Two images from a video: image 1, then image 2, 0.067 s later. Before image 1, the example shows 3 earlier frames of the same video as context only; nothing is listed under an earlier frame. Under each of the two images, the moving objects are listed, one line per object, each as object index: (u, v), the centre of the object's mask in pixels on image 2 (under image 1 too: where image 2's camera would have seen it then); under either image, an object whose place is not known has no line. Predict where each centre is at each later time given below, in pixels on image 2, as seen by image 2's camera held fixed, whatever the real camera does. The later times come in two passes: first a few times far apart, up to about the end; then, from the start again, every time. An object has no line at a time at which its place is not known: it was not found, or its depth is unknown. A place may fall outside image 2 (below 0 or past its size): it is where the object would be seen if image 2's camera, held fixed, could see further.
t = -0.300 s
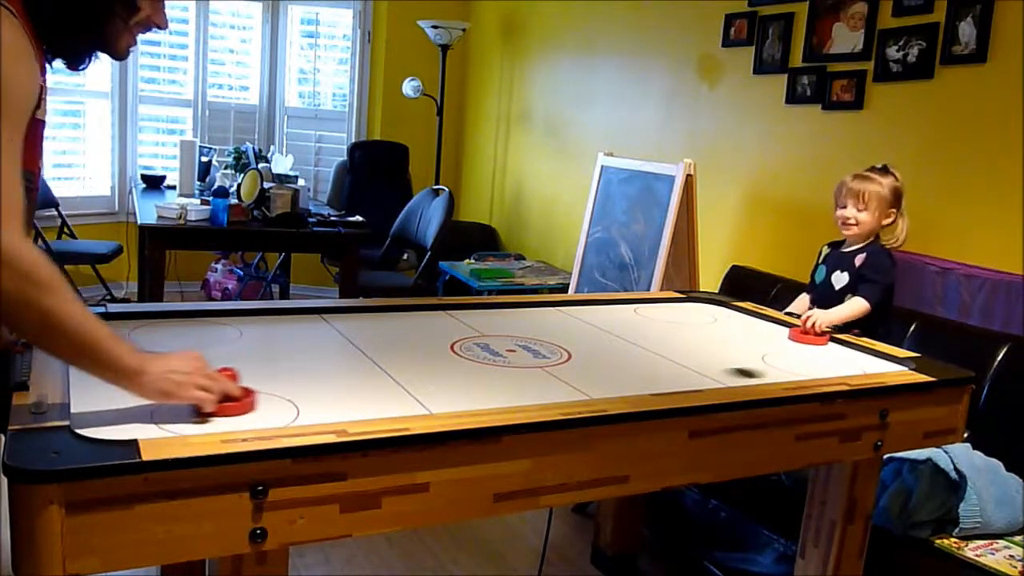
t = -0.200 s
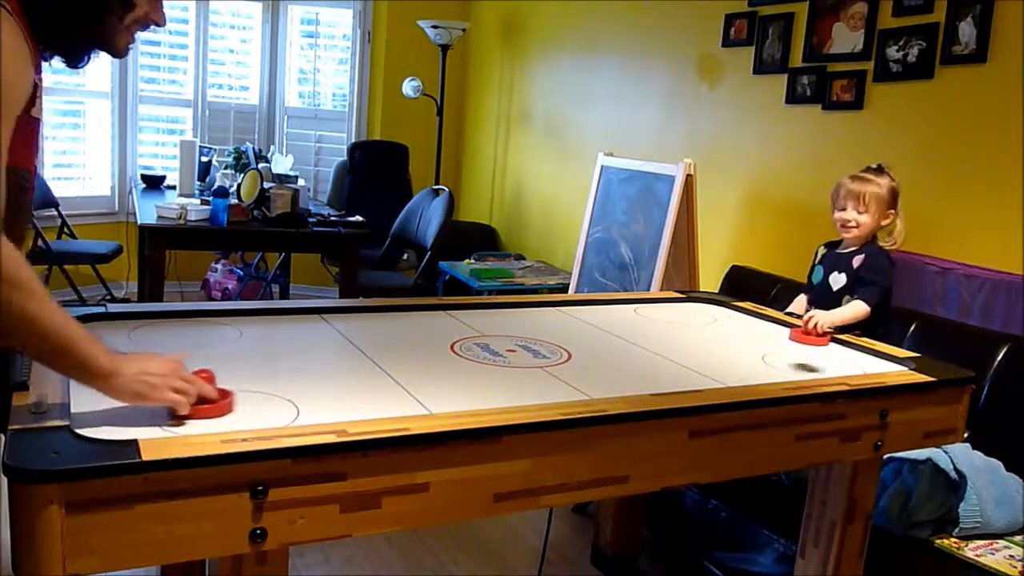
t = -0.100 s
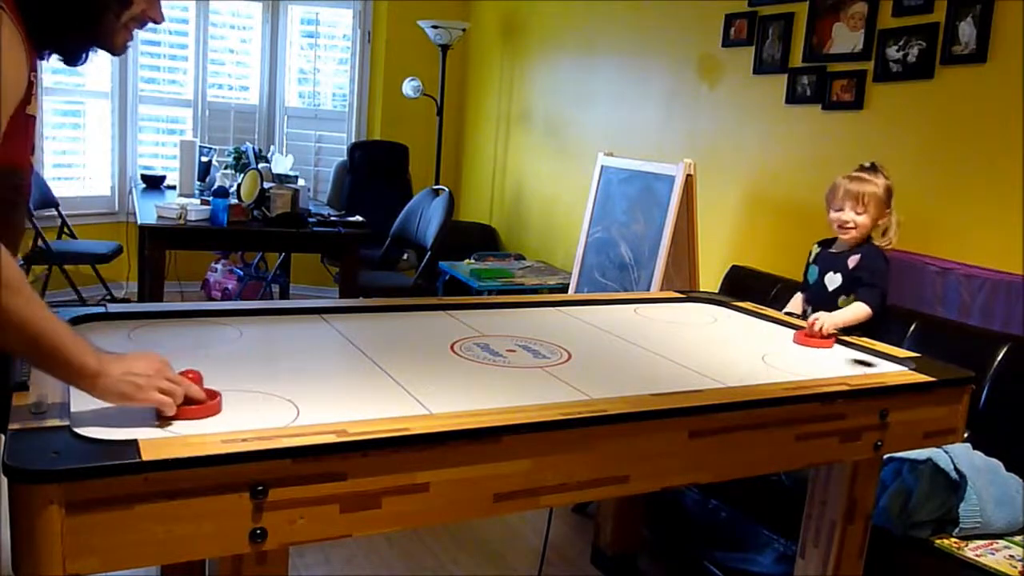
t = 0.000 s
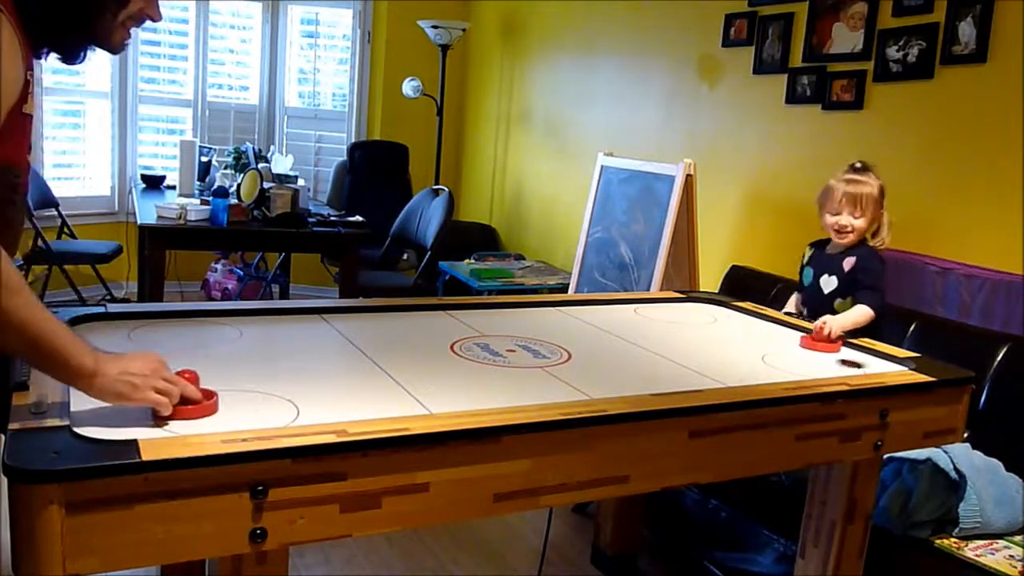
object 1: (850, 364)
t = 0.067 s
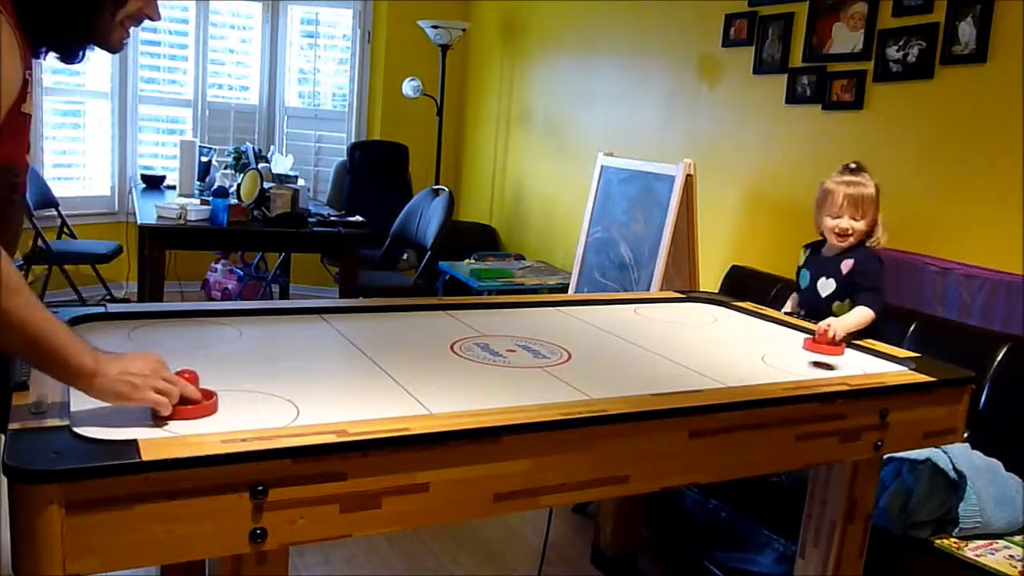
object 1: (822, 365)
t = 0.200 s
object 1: (764, 369)
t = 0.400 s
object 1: (668, 376)
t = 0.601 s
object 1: (559, 384)
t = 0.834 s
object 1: (417, 393)
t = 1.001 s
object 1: (307, 399)
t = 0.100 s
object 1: (808, 366)
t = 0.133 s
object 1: (793, 367)
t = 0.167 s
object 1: (780, 368)
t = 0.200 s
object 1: (764, 369)
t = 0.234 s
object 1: (749, 371)
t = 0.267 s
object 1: (733, 372)
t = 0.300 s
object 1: (718, 373)
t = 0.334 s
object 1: (700, 373)
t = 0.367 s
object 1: (684, 375)
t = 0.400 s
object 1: (668, 376)
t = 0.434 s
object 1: (650, 377)
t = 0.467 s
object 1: (634, 378)
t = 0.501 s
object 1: (616, 380)
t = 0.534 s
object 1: (597, 381)
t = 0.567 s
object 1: (578, 382)
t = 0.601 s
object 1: (559, 384)
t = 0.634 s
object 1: (541, 384)
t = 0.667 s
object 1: (521, 386)
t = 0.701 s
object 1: (501, 387)
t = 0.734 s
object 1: (480, 388)
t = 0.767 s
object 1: (461, 390)
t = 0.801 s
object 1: (440, 391)
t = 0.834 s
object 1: (417, 393)
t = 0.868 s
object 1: (396, 394)
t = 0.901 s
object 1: (374, 395)
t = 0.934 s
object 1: (352, 397)
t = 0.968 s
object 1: (330, 398)
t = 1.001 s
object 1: (307, 399)
